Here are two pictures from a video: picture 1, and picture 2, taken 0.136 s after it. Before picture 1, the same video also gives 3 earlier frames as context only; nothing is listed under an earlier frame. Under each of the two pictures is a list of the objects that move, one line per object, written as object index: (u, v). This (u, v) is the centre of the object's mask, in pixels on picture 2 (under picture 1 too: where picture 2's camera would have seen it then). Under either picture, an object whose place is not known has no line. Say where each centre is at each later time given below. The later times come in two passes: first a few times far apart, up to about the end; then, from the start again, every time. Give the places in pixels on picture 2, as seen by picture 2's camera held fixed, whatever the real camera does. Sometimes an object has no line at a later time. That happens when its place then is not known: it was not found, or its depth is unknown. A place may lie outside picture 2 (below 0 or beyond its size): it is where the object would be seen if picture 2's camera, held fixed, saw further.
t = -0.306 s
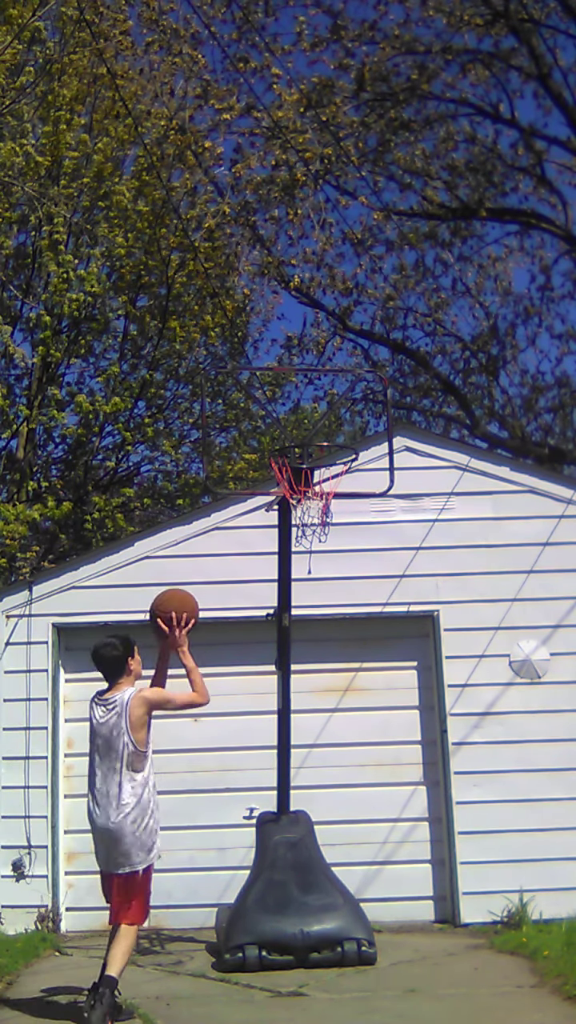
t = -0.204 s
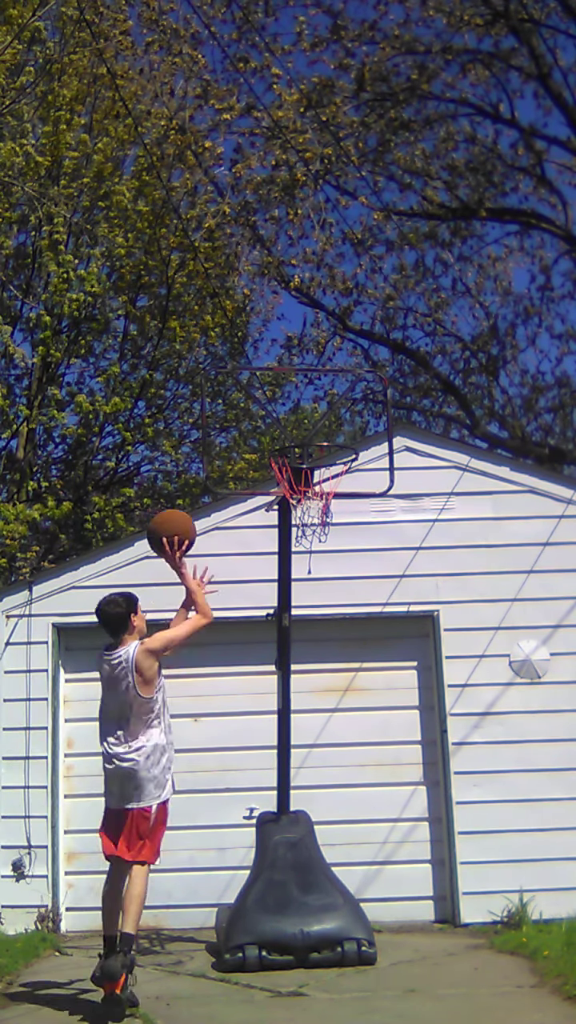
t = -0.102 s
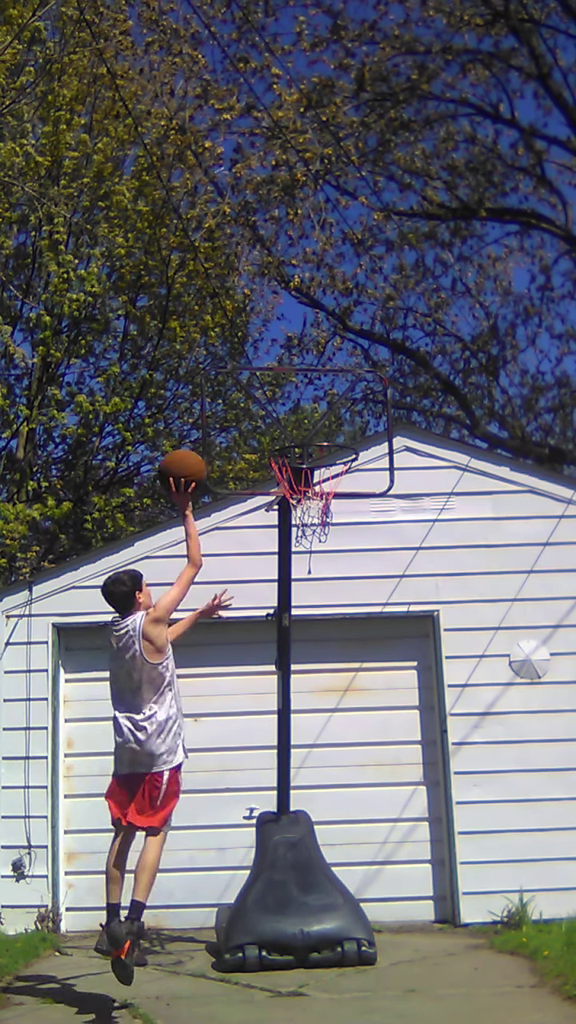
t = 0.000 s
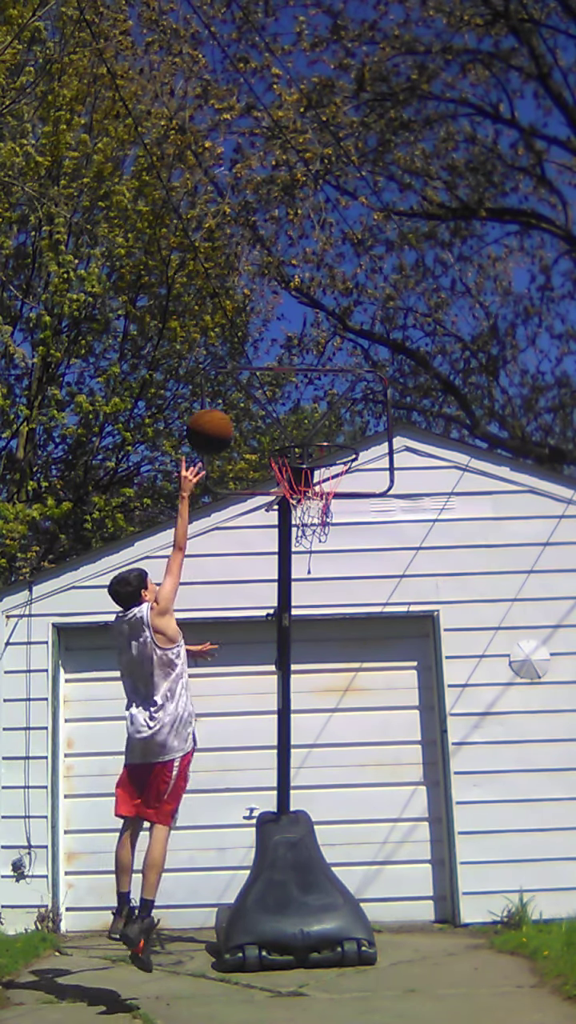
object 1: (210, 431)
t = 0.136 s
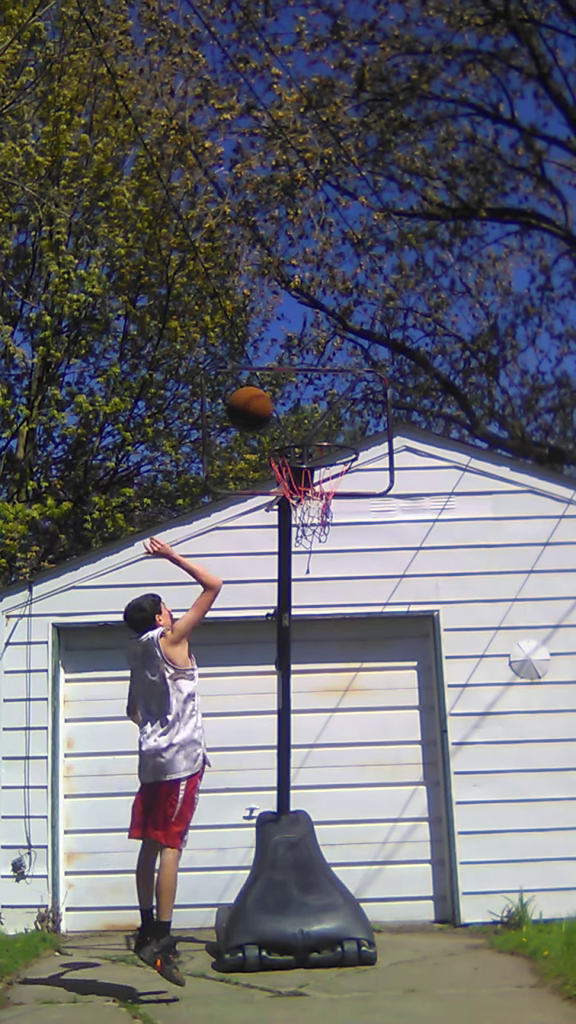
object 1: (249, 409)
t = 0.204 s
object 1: (269, 411)
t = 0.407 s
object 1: (326, 464)
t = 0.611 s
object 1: (333, 508)
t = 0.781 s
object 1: (325, 572)
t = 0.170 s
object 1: (259, 409)
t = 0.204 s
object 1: (269, 411)
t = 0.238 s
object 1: (278, 415)
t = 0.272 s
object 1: (288, 421)
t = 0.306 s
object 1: (298, 427)
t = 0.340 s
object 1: (307, 438)
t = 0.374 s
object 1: (316, 450)
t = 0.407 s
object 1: (326, 464)
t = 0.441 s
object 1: (337, 477)
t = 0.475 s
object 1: (339, 489)
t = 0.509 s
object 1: (337, 492)
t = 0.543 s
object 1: (336, 496)
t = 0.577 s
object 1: (334, 500)
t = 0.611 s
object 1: (333, 508)
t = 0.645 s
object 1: (331, 515)
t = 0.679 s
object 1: (330, 527)
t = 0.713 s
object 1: (328, 540)
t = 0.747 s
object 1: (327, 555)
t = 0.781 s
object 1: (325, 572)
